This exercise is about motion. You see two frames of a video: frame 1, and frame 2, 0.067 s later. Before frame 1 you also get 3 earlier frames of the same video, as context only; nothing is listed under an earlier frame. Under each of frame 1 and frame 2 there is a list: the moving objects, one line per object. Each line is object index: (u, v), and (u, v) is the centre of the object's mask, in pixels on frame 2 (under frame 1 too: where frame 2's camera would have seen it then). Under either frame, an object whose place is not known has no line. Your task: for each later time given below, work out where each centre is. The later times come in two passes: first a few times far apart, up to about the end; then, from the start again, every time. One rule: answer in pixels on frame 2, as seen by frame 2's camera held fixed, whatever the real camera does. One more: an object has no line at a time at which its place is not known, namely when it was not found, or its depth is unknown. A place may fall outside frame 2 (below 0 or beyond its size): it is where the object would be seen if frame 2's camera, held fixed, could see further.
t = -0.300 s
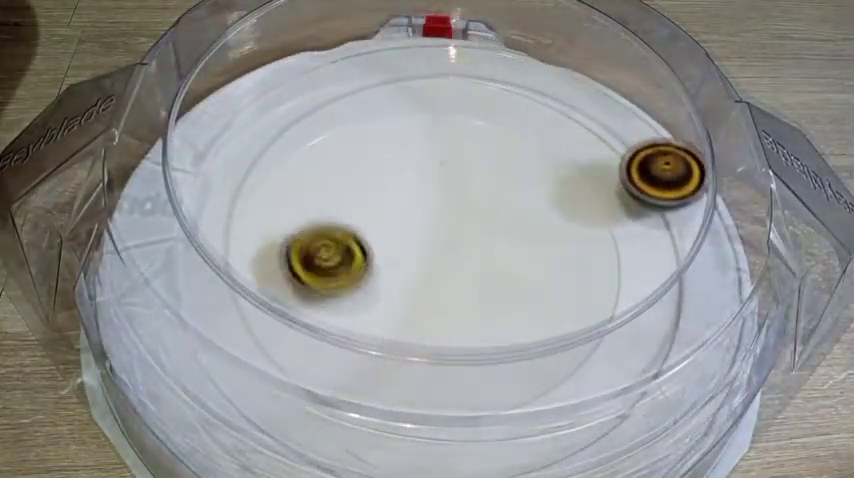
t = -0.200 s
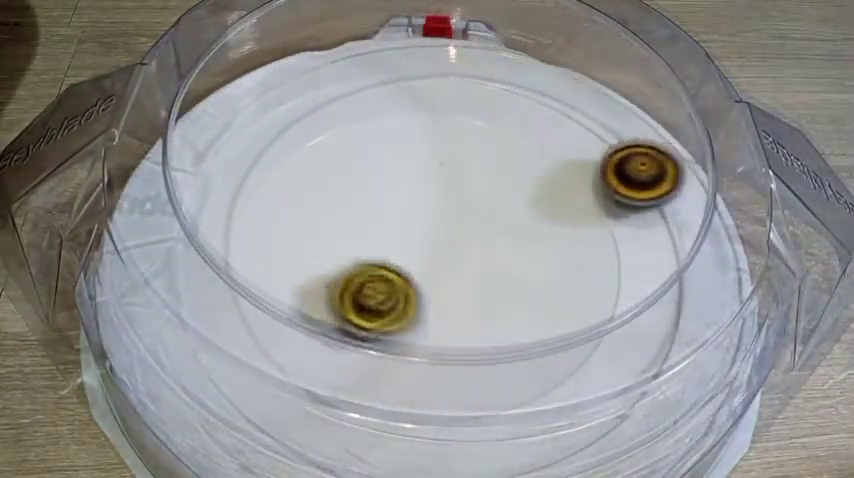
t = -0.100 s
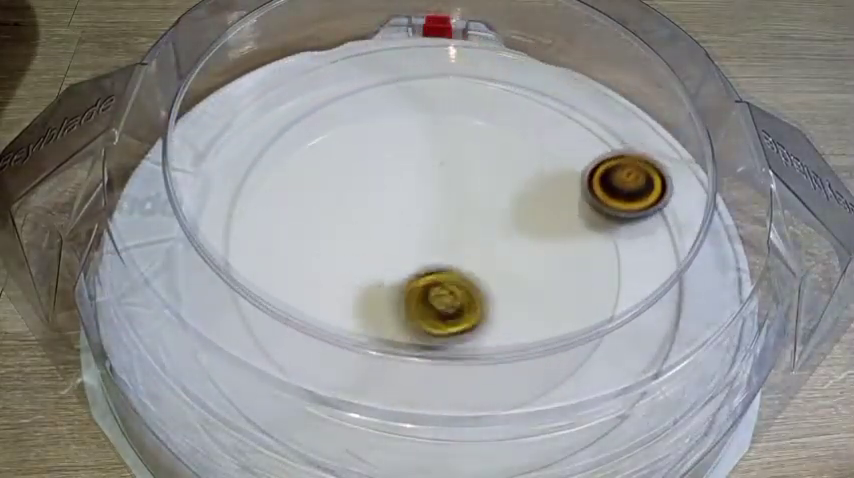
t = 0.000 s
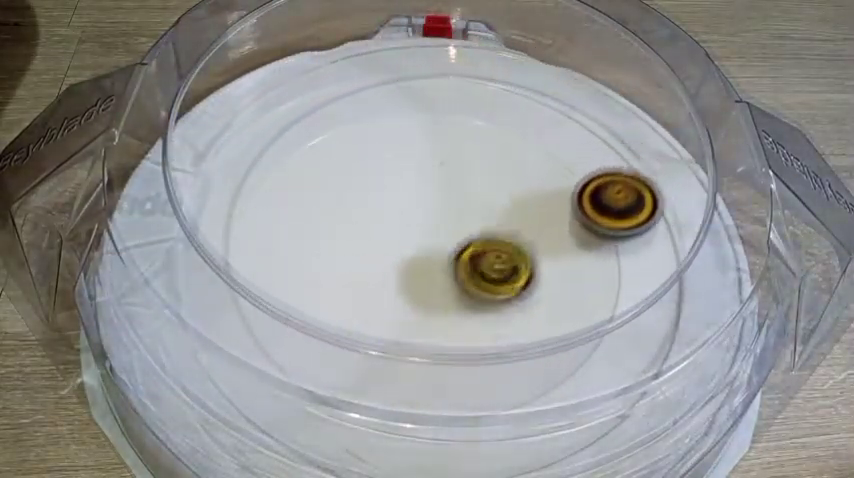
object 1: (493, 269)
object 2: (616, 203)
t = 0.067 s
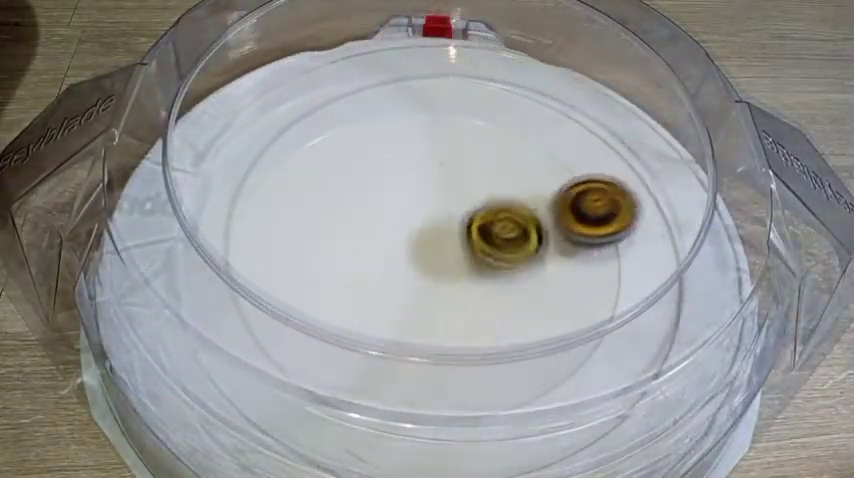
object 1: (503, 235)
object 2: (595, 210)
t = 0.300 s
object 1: (340, 163)
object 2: (574, 189)
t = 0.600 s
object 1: (304, 253)
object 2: (392, 231)
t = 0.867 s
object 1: (367, 318)
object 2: (497, 303)
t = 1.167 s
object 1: (449, 275)
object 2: (568, 204)
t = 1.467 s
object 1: (406, 235)
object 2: (439, 142)
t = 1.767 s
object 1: (415, 258)
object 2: (334, 204)
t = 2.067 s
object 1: (458, 218)
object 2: (443, 298)
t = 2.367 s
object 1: (401, 196)
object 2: (505, 205)
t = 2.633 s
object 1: (362, 269)
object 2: (440, 188)
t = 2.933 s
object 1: (434, 323)
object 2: (431, 254)
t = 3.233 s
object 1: (494, 324)
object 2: (482, 255)
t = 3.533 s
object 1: (491, 318)
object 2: (418, 217)
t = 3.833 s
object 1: (467, 267)
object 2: (353, 257)
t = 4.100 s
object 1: (411, 216)
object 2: (371, 284)
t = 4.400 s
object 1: (355, 199)
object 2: (432, 250)
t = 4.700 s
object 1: (301, 185)
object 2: (522, 230)
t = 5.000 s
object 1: (356, 220)
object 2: (520, 171)
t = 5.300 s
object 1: (418, 287)
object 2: (463, 183)
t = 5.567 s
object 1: (475, 330)
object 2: (423, 247)
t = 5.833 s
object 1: (521, 340)
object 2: (438, 285)
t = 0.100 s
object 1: (491, 217)
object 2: (587, 211)
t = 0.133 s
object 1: (454, 198)
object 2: (599, 210)
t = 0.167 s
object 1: (426, 183)
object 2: (604, 208)
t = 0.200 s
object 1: (399, 171)
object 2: (601, 205)
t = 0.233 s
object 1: (375, 163)
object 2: (595, 199)
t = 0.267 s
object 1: (354, 161)
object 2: (585, 194)
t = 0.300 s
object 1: (340, 163)
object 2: (574, 189)
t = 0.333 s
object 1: (327, 169)
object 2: (561, 185)
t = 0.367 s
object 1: (316, 177)
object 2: (544, 182)
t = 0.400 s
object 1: (306, 184)
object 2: (526, 180)
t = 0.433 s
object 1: (298, 195)
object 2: (504, 182)
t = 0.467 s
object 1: (293, 205)
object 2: (482, 186)
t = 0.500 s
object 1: (291, 216)
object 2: (458, 193)
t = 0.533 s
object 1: (292, 229)
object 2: (434, 202)
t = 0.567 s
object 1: (296, 241)
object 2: (411, 215)
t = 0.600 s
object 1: (304, 253)
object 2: (392, 231)
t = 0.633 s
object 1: (304, 268)
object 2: (386, 245)
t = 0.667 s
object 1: (294, 277)
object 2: (400, 260)
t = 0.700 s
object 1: (293, 284)
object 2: (414, 274)
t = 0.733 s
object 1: (300, 292)
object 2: (427, 287)
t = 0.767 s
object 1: (307, 306)
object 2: (444, 296)
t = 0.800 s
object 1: (325, 312)
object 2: (461, 301)
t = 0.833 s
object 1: (347, 313)
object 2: (479, 303)
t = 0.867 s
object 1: (367, 318)
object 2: (497, 303)
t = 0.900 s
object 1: (388, 320)
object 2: (513, 300)
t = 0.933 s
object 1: (406, 322)
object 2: (526, 295)
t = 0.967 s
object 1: (427, 321)
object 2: (536, 287)
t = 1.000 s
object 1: (446, 317)
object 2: (543, 278)
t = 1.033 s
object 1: (462, 309)
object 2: (546, 268)
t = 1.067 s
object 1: (461, 301)
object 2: (560, 253)
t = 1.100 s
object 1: (455, 294)
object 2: (571, 235)
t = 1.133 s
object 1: (450, 286)
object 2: (573, 219)
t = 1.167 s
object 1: (449, 275)
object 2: (568, 204)
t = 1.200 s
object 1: (450, 265)
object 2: (557, 192)
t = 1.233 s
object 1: (451, 257)
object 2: (544, 182)
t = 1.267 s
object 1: (453, 249)
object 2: (527, 174)
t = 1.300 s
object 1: (452, 241)
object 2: (508, 169)
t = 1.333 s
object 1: (451, 233)
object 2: (488, 166)
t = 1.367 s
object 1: (445, 230)
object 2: (471, 161)
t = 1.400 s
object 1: (431, 229)
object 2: (462, 151)
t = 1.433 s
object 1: (418, 231)
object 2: (452, 145)
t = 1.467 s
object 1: (406, 235)
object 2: (439, 142)
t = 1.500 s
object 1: (400, 235)
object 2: (424, 144)
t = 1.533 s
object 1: (396, 234)
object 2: (408, 148)
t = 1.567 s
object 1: (393, 234)
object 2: (393, 155)
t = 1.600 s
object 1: (392, 239)
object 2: (380, 161)
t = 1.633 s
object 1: (393, 244)
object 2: (368, 167)
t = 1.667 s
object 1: (395, 246)
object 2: (357, 176)
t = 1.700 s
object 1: (401, 253)
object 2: (348, 185)
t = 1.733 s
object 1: (408, 257)
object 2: (340, 194)
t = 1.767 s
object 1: (415, 258)
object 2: (334, 204)
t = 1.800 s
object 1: (423, 257)
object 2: (332, 218)
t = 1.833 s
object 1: (429, 255)
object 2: (334, 233)
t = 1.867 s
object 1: (435, 253)
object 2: (341, 248)
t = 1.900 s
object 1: (441, 249)
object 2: (352, 262)
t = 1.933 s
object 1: (448, 244)
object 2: (365, 276)
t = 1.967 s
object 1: (450, 238)
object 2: (383, 285)
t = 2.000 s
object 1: (453, 232)
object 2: (404, 293)
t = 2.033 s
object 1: (457, 225)
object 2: (424, 298)
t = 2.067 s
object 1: (458, 218)
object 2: (443, 298)
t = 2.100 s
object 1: (456, 212)
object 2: (463, 294)
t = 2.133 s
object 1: (453, 206)
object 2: (481, 285)
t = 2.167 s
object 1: (448, 202)
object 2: (495, 272)
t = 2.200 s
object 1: (443, 200)
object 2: (503, 256)
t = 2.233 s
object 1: (436, 196)
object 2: (508, 241)
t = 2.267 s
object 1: (429, 194)
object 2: (509, 230)
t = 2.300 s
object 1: (423, 195)
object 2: (507, 219)
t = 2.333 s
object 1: (411, 195)
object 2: (506, 212)
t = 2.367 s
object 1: (401, 196)
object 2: (505, 205)
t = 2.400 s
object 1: (393, 201)
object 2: (499, 198)
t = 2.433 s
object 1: (389, 207)
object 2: (490, 192)
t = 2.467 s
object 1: (386, 215)
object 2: (479, 188)
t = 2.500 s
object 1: (385, 224)
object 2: (466, 186)
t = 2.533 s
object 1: (380, 233)
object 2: (454, 185)
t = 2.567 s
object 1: (369, 246)
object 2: (452, 182)
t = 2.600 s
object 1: (363, 258)
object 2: (447, 184)
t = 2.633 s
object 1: (362, 269)
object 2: (440, 188)
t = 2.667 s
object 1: (365, 279)
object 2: (432, 195)
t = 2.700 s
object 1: (370, 290)
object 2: (424, 204)
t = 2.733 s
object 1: (378, 295)
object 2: (418, 212)
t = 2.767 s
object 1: (387, 303)
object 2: (415, 223)
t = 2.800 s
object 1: (397, 308)
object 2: (414, 233)
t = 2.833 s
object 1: (408, 310)
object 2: (416, 240)
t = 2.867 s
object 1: (418, 315)
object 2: (419, 247)
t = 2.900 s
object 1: (426, 321)
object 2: (424, 250)
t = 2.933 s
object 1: (434, 323)
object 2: (431, 254)
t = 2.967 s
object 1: (442, 325)
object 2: (440, 259)
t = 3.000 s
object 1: (450, 328)
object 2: (450, 261)
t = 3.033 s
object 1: (459, 329)
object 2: (458, 263)
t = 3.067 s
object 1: (466, 330)
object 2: (465, 264)
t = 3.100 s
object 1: (473, 331)
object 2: (471, 263)
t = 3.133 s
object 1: (479, 330)
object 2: (475, 262)
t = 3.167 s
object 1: (485, 329)
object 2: (479, 260)
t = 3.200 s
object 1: (490, 327)
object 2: (482, 257)
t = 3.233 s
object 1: (494, 324)
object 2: (482, 255)
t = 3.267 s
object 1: (498, 321)
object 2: (482, 252)
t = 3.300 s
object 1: (500, 318)
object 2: (481, 250)
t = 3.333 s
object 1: (500, 323)
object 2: (478, 237)
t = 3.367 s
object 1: (498, 325)
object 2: (474, 226)
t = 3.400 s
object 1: (498, 325)
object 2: (466, 219)
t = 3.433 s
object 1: (498, 324)
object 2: (455, 215)
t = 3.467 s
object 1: (497, 323)
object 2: (443, 213)
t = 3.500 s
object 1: (495, 321)
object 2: (431, 213)
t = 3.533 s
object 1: (491, 318)
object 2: (418, 217)
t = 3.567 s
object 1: (487, 315)
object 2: (407, 223)
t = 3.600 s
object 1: (482, 308)
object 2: (398, 230)
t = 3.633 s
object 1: (477, 301)
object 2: (393, 240)
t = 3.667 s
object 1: (471, 295)
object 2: (389, 249)
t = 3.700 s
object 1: (473, 291)
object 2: (381, 251)
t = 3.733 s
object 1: (477, 288)
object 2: (368, 250)
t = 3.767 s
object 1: (477, 282)
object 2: (359, 251)
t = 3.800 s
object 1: (472, 274)
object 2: (354, 253)
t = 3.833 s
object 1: (467, 267)
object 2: (353, 257)
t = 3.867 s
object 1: (460, 260)
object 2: (353, 262)
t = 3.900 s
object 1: (453, 253)
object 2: (353, 266)
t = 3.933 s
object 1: (444, 246)
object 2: (356, 270)
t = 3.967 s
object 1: (436, 240)
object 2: (359, 273)
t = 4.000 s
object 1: (430, 233)
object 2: (360, 277)
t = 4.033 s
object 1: (425, 226)
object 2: (363, 280)
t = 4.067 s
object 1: (418, 221)
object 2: (367, 282)
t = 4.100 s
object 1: (411, 216)
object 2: (371, 284)
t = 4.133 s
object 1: (403, 211)
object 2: (377, 285)
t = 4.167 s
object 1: (395, 208)
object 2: (384, 285)
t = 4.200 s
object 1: (388, 204)
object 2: (391, 285)
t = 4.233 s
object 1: (381, 203)
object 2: (400, 283)
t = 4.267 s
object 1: (374, 200)
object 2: (409, 280)
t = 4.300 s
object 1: (368, 200)
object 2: (417, 274)
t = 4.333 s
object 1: (362, 199)
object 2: (424, 267)
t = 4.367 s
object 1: (358, 198)
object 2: (429, 259)
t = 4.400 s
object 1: (355, 199)
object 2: (432, 250)
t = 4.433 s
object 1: (352, 201)
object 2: (433, 243)
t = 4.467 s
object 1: (350, 202)
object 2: (435, 236)
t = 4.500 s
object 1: (348, 202)
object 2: (438, 231)
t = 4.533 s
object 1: (331, 191)
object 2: (459, 234)
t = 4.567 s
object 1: (315, 184)
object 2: (482, 238)
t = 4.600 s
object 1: (306, 183)
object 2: (498, 239)
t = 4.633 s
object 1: (303, 182)
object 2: (510, 238)
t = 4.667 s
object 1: (301, 183)
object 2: (517, 235)
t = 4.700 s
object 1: (301, 185)
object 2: (522, 230)
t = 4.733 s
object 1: (302, 188)
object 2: (524, 223)
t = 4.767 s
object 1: (304, 191)
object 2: (526, 215)
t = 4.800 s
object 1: (307, 193)
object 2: (527, 208)
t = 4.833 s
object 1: (313, 197)
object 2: (528, 200)
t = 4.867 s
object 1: (319, 200)
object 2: (529, 191)
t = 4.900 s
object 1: (327, 204)
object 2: (529, 185)
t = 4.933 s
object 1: (336, 210)
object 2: (527, 179)
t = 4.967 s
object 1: (345, 215)
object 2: (524, 175)
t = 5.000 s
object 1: (356, 220)
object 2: (520, 171)
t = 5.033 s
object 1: (367, 226)
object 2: (514, 169)
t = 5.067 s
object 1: (378, 232)
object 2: (508, 169)
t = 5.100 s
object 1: (390, 237)
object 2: (501, 169)
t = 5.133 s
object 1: (402, 240)
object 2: (493, 172)
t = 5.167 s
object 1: (414, 243)
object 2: (485, 175)
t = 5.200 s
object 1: (425, 246)
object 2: (477, 181)
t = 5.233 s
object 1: (427, 254)
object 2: (469, 184)
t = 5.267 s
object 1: (421, 270)
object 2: (468, 181)
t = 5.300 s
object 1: (418, 287)
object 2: (463, 183)
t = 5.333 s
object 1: (419, 299)
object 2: (456, 189)
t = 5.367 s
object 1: (422, 310)
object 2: (449, 194)
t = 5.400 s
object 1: (429, 317)
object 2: (442, 202)
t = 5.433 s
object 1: (439, 322)
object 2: (435, 211)
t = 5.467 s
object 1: (449, 326)
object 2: (430, 221)
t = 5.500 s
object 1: (459, 328)
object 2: (427, 229)
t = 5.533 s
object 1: (467, 329)
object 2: (425, 239)
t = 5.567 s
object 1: (475, 330)
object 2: (423, 247)
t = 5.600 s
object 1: (481, 331)
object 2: (423, 255)
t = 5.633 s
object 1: (487, 332)
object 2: (424, 262)
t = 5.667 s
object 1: (492, 332)
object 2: (426, 267)
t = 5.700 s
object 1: (498, 338)
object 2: (428, 273)
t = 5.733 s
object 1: (503, 337)
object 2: (431, 278)
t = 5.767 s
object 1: (505, 331)
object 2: (434, 283)
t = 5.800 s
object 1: (509, 329)
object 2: (437, 287)
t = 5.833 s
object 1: (521, 340)
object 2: (438, 285)
